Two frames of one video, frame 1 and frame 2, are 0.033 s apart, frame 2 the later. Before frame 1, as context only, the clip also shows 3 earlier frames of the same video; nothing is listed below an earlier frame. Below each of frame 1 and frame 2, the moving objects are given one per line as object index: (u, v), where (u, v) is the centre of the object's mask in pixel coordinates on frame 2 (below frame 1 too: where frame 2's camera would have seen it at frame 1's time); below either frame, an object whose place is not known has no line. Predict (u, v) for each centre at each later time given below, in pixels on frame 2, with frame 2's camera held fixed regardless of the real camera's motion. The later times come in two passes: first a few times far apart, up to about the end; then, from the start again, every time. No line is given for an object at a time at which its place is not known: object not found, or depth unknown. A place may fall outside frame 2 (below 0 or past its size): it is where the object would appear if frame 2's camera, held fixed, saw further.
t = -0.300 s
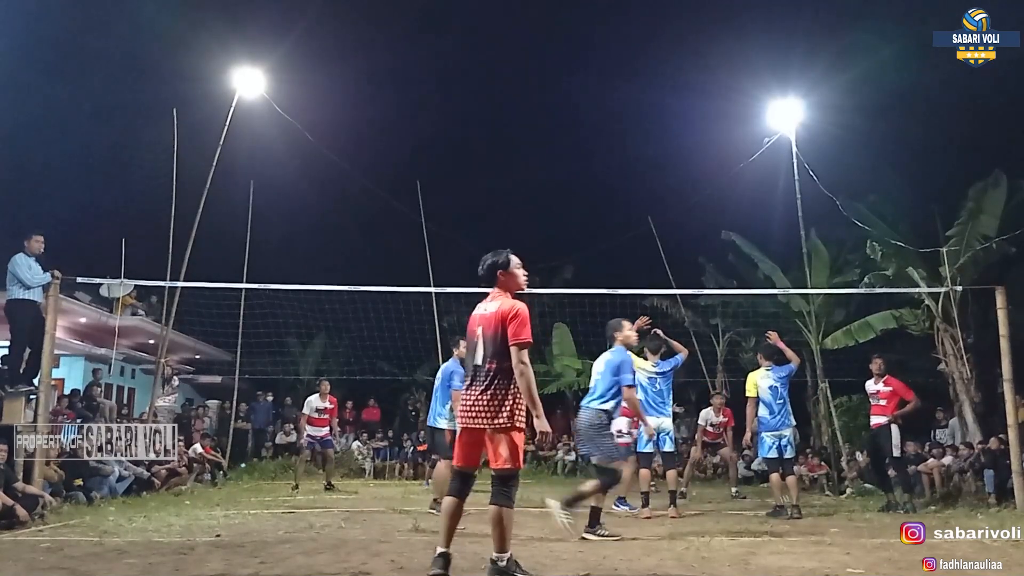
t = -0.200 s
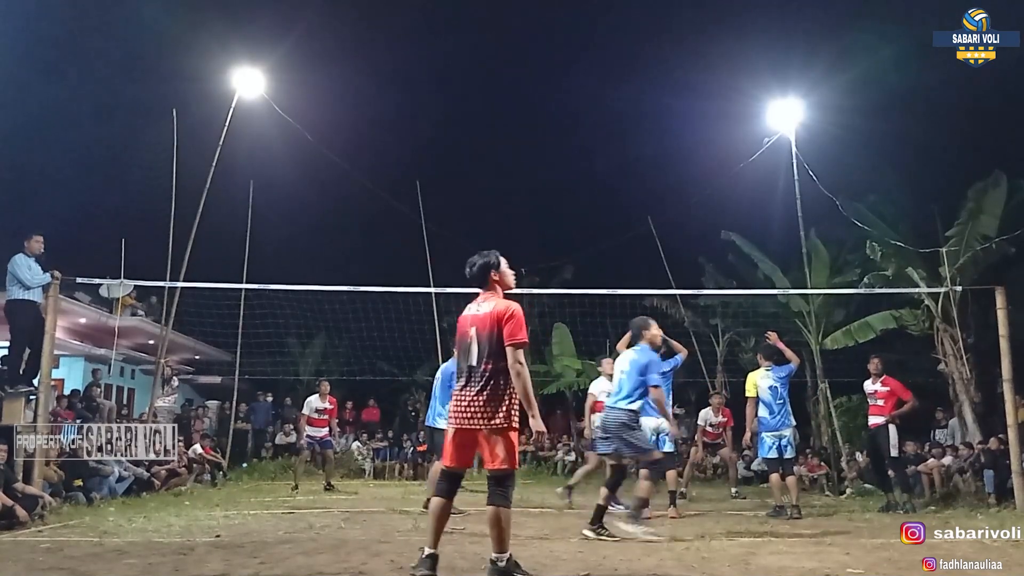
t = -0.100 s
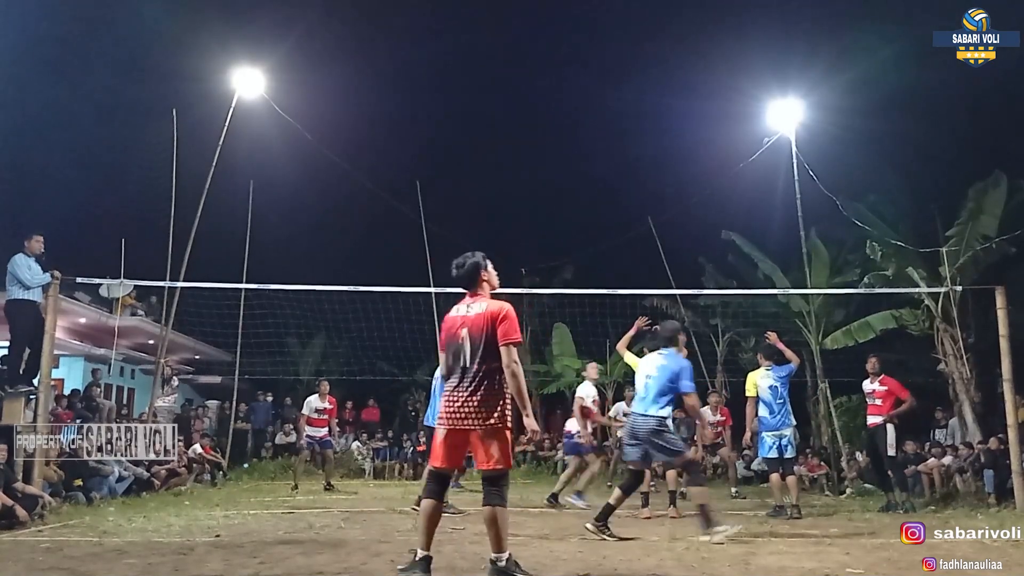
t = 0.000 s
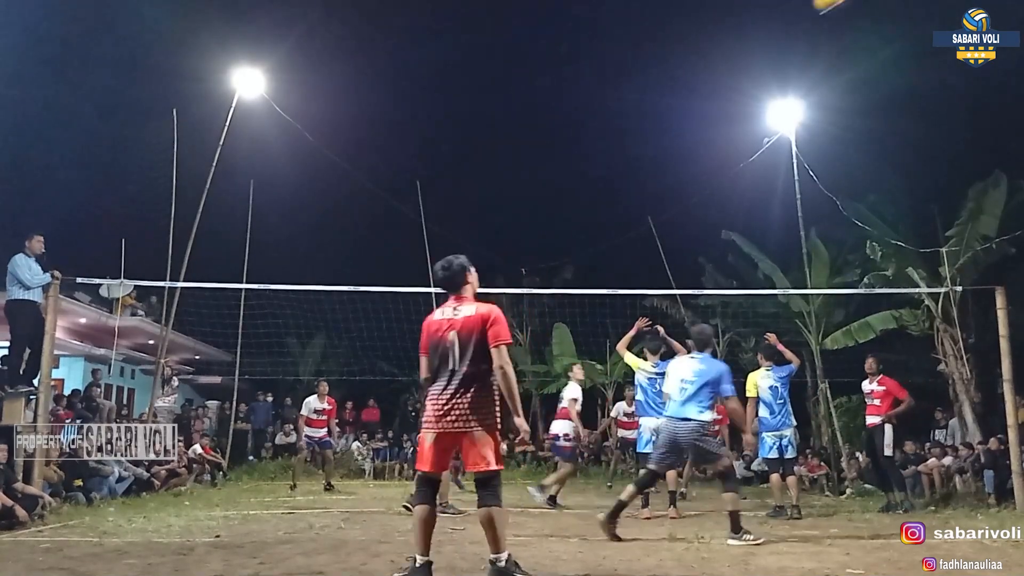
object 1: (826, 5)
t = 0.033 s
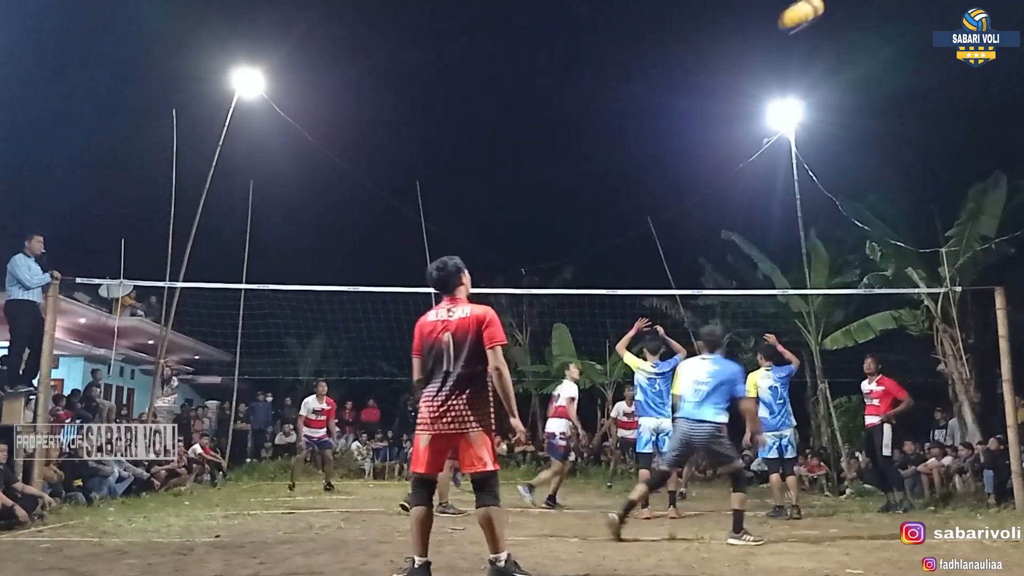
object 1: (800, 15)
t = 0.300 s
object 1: (609, 155)
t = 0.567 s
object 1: (499, 276)
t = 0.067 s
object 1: (769, 34)
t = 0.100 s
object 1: (741, 53)
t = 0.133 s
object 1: (714, 71)
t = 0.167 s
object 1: (689, 89)
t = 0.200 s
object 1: (668, 105)
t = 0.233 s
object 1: (646, 123)
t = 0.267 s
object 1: (627, 139)
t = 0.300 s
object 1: (609, 155)
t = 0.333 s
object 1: (592, 171)
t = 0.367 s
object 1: (577, 186)
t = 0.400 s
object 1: (561, 202)
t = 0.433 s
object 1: (547, 217)
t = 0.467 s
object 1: (534, 232)
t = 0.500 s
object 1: (521, 247)
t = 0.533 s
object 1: (510, 261)
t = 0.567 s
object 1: (499, 276)
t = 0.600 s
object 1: (489, 290)
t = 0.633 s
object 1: (478, 305)
